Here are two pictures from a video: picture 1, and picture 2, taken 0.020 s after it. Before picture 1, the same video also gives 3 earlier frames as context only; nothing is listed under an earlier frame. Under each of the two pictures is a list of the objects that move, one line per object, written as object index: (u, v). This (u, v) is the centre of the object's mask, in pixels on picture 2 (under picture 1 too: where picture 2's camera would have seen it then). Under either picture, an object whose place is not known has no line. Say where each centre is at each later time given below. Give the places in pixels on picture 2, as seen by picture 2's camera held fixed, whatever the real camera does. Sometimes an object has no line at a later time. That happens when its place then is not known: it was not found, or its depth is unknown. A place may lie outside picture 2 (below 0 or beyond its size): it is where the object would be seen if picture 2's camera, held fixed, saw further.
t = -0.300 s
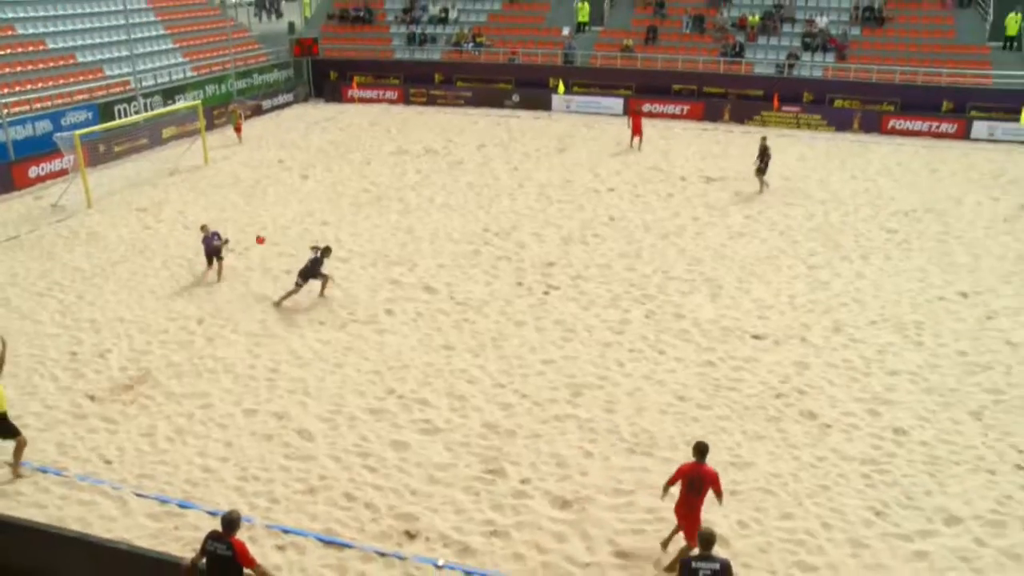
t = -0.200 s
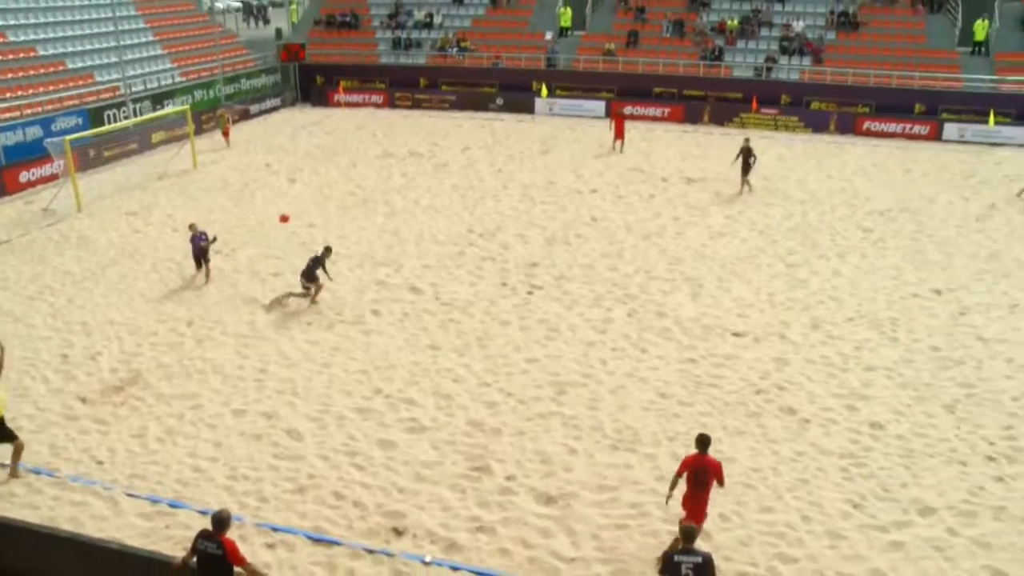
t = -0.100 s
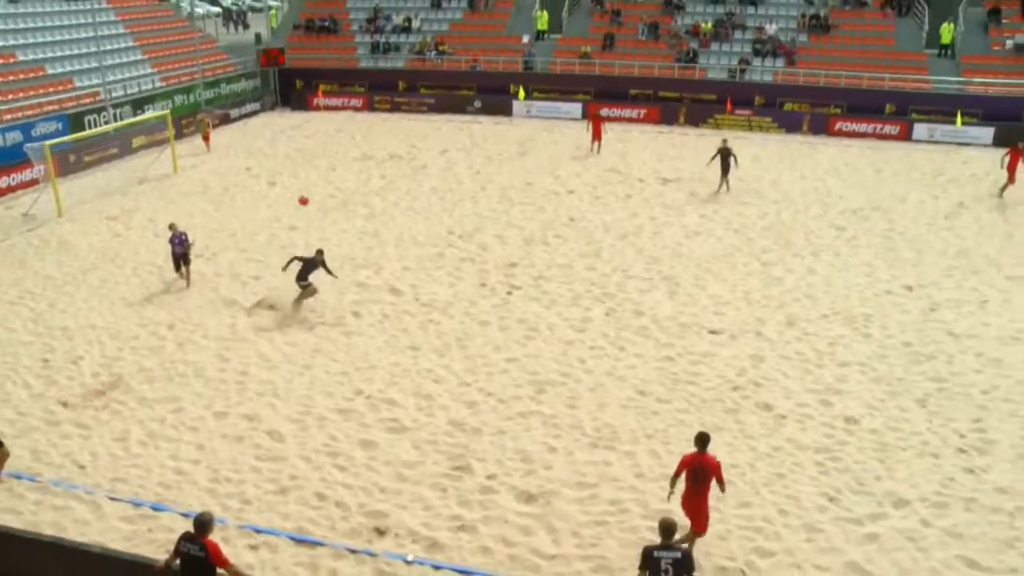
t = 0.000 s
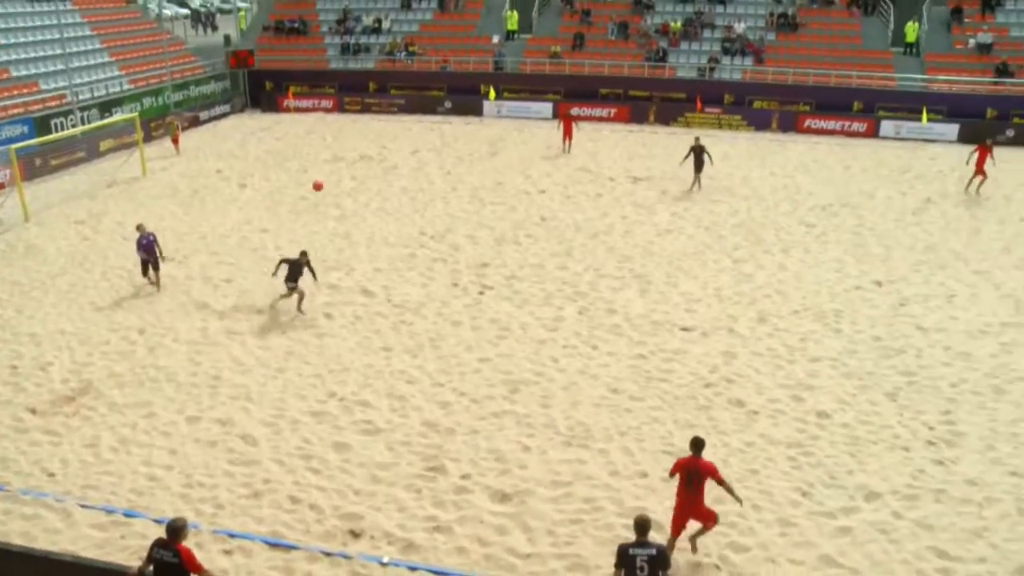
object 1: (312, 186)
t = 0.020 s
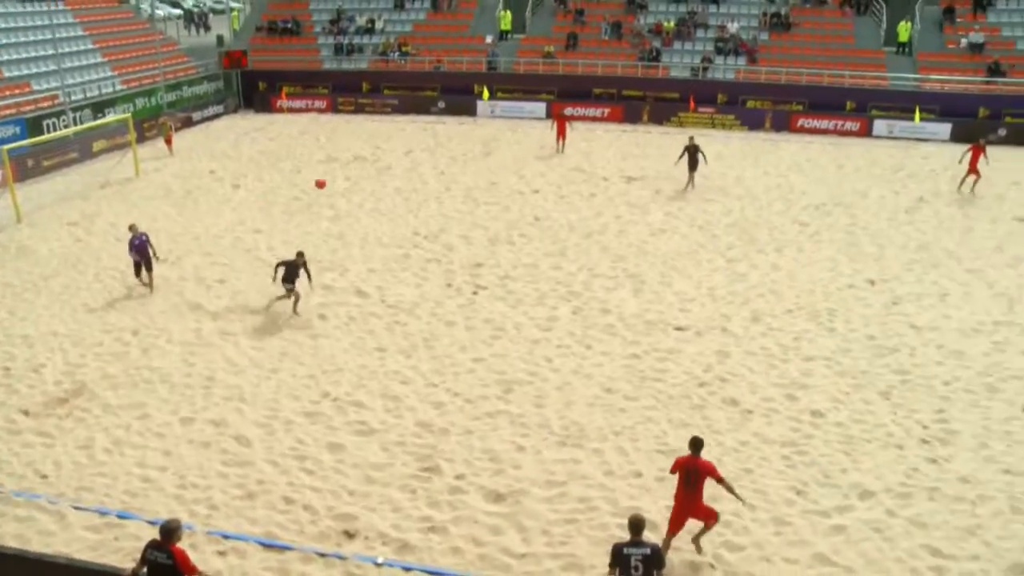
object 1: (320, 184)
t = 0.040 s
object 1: (328, 181)
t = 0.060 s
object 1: (337, 179)
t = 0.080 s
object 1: (346, 176)
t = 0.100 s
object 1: (354, 174)
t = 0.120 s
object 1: (363, 173)
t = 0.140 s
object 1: (372, 171)
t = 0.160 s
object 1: (381, 170)
